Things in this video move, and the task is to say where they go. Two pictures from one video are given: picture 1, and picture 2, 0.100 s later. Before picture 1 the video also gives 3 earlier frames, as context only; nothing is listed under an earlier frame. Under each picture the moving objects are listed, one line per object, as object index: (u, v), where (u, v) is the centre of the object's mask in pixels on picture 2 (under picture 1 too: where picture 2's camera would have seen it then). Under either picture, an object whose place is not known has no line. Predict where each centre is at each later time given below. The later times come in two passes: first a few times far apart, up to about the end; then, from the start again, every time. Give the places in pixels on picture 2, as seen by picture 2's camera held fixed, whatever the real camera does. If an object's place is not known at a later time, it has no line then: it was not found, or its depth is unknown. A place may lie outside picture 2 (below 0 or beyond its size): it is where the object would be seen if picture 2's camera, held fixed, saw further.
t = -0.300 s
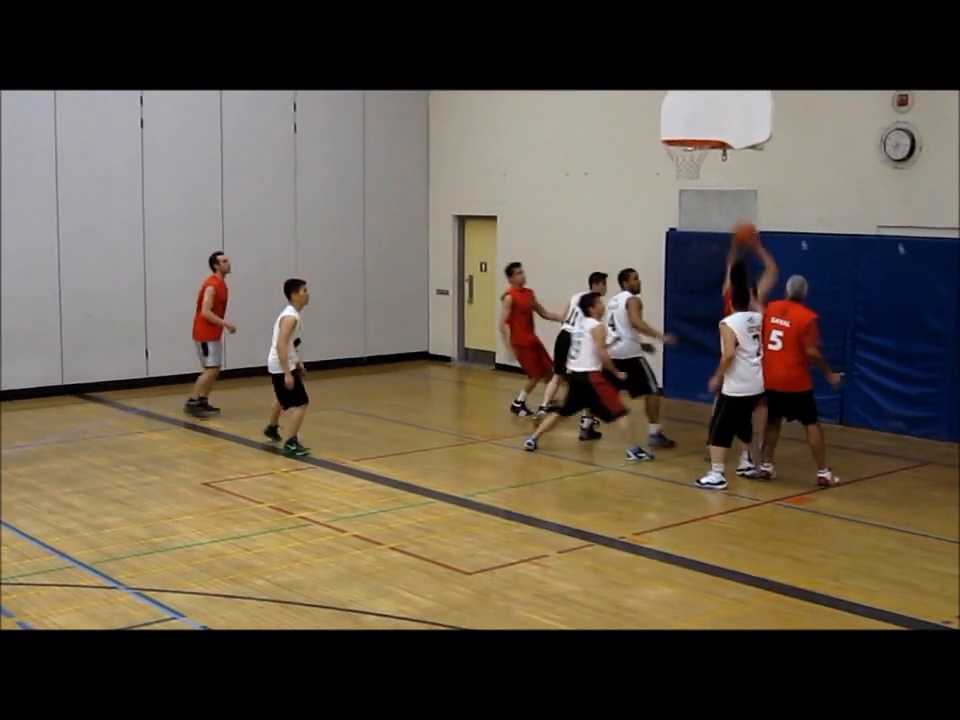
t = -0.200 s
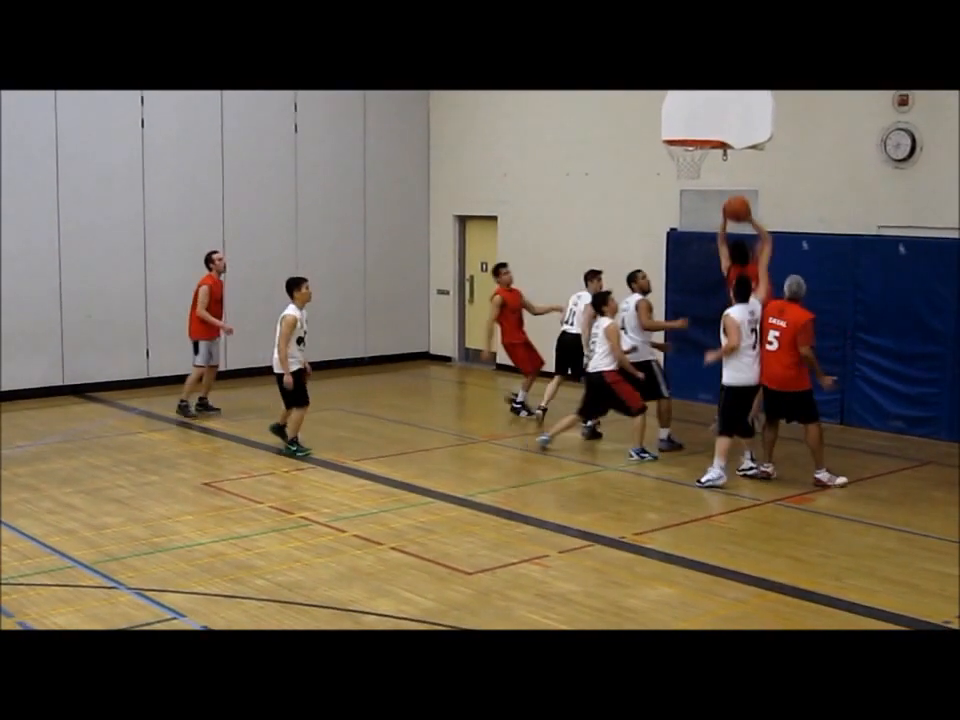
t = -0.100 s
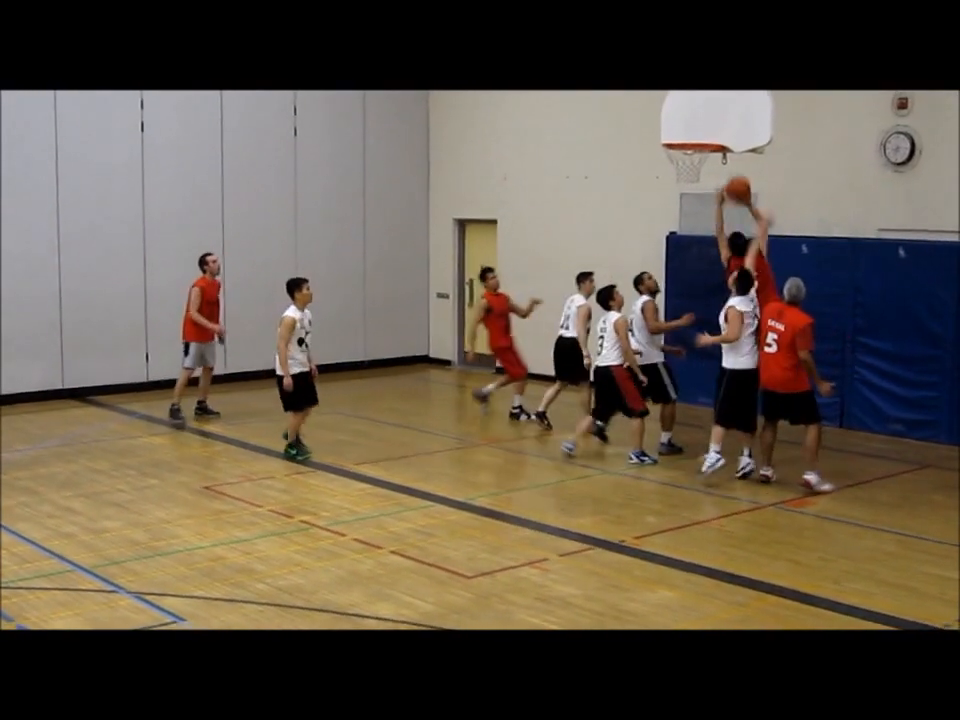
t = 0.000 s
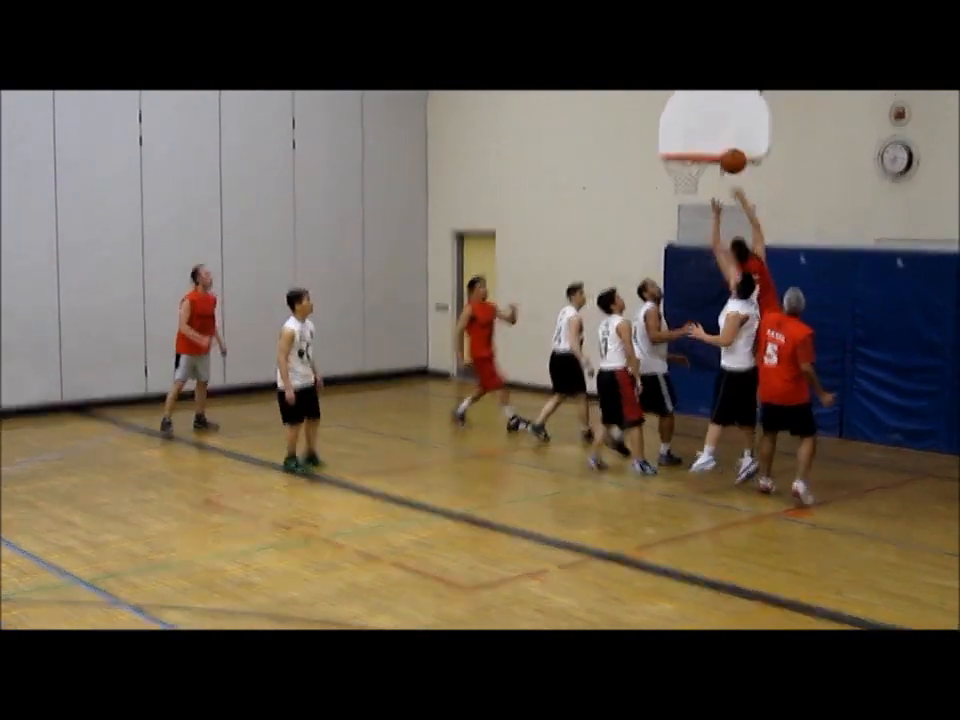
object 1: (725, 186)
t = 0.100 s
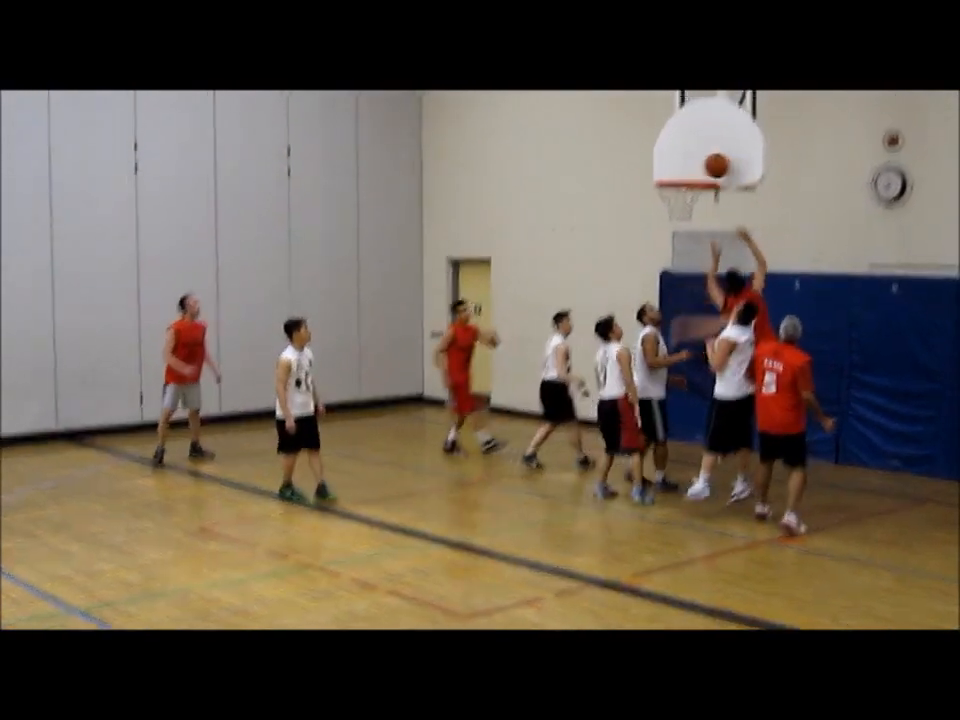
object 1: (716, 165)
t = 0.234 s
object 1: (696, 157)
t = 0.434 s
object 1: (670, 173)
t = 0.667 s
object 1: (685, 203)
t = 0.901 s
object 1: (678, 250)
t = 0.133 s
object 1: (712, 162)
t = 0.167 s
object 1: (707, 158)
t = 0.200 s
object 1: (702, 157)
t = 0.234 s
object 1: (696, 157)
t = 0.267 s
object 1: (692, 157)
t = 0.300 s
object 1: (687, 159)
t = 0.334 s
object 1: (683, 162)
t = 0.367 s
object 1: (678, 165)
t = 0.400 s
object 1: (674, 170)
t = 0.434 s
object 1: (670, 173)
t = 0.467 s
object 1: (673, 175)
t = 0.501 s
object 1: (677, 175)
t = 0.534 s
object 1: (679, 183)
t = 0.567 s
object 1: (682, 188)
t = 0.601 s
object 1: (684, 194)
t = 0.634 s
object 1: (685, 198)
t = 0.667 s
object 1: (685, 203)
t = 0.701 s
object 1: (684, 207)
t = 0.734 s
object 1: (684, 212)
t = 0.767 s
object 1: (683, 218)
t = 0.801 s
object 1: (681, 227)
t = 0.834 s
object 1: (680, 232)
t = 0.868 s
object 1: (679, 240)
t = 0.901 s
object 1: (678, 250)
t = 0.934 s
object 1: (677, 261)
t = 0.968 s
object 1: (674, 273)
